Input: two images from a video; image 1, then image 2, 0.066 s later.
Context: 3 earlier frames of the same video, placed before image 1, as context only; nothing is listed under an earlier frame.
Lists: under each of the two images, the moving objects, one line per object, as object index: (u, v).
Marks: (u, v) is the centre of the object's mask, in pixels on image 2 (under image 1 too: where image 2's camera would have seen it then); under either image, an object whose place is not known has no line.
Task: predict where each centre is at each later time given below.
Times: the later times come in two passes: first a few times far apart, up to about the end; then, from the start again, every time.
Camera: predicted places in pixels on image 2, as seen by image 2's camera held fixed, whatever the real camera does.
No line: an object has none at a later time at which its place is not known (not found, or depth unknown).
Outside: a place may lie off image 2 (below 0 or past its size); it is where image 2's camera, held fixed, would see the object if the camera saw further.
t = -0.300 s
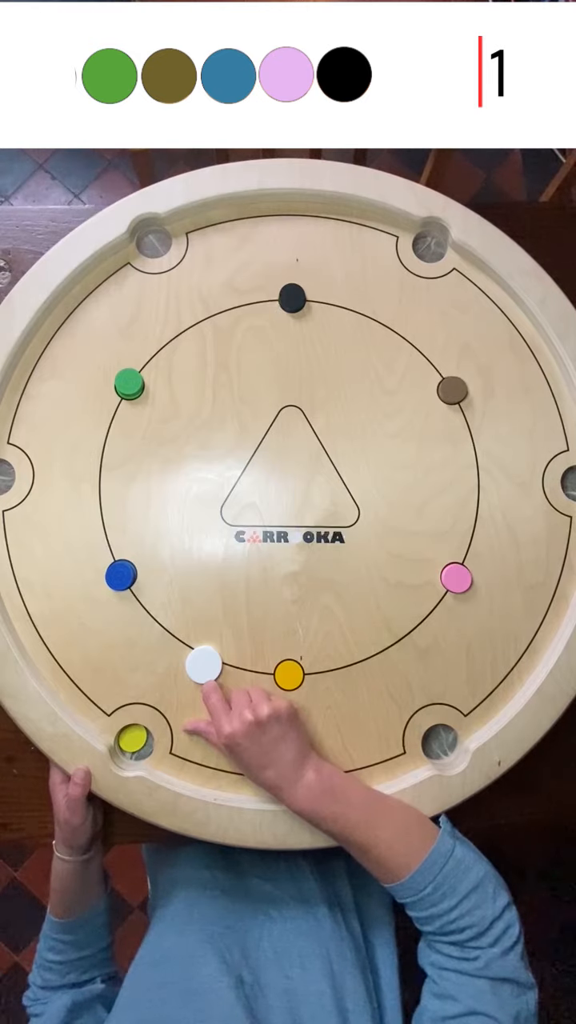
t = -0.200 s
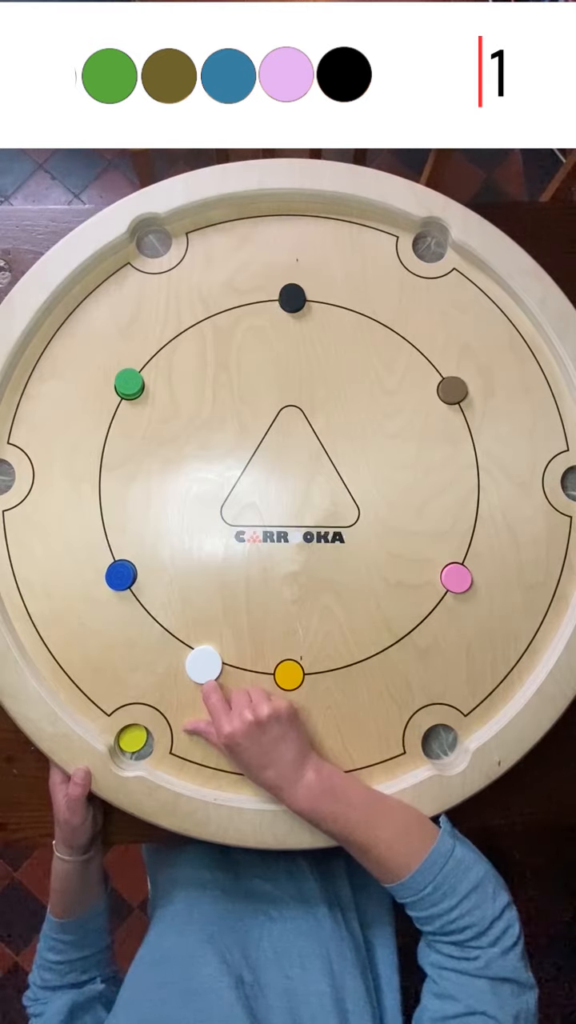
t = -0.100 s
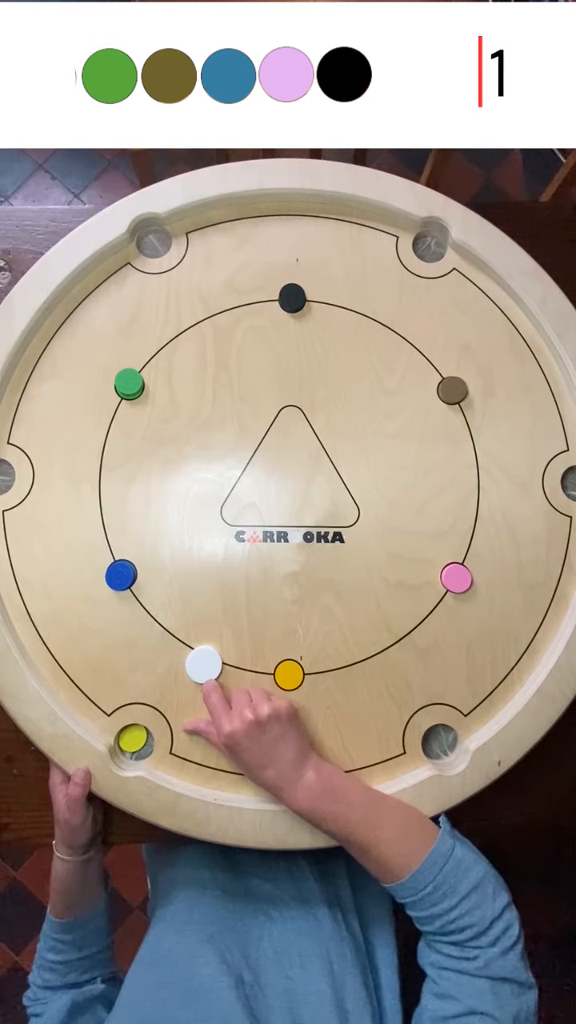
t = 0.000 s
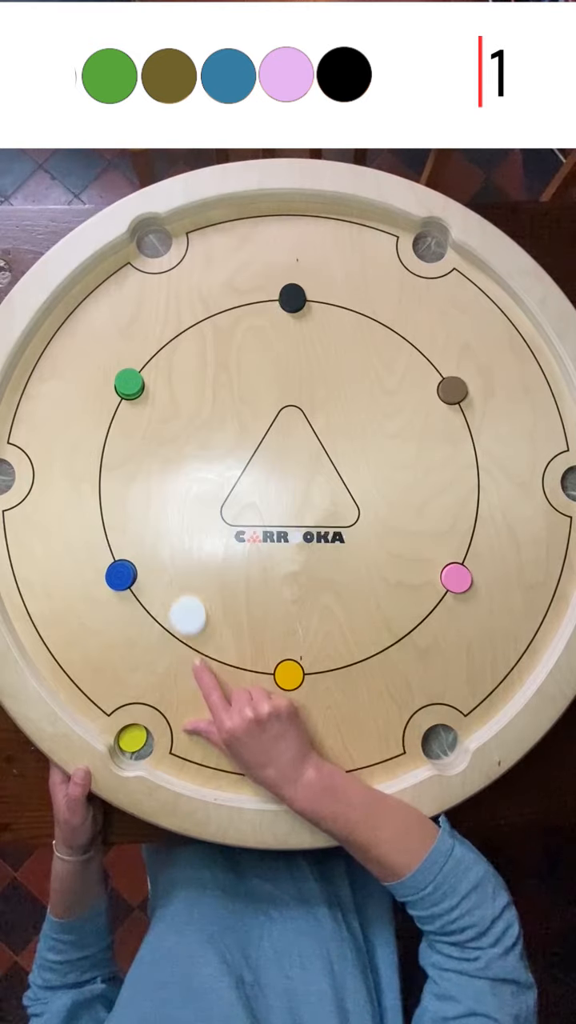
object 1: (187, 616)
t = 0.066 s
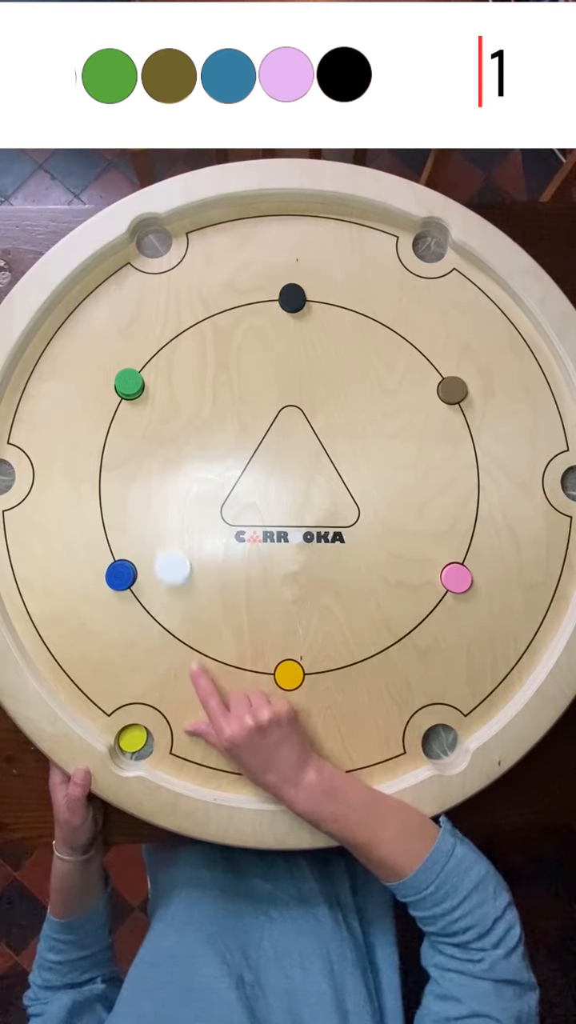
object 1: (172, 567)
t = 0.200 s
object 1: (144, 479)
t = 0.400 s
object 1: (106, 385)
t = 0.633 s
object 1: (70, 324)
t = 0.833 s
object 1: (82, 318)
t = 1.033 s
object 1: (83, 318)
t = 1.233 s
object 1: (83, 317)
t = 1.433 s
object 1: (82, 319)
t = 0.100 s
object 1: (165, 543)
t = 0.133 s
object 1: (158, 521)
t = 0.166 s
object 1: (151, 500)
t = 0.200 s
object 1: (144, 479)
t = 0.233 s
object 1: (137, 459)
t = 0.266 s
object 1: (132, 439)
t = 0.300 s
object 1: (125, 420)
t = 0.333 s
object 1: (119, 405)
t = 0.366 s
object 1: (112, 395)
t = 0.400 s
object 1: (106, 385)
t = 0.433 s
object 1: (100, 375)
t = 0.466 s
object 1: (94, 366)
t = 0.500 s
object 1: (89, 357)
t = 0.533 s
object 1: (84, 348)
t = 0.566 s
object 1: (79, 340)
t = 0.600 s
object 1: (75, 332)
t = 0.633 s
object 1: (70, 324)
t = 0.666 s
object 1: (67, 317)
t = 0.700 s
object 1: (69, 317)
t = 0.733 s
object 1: (74, 317)
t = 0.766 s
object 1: (78, 318)
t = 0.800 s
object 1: (81, 318)
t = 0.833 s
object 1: (82, 318)
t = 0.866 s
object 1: (83, 318)
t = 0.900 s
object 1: (83, 318)
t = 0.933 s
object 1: (83, 318)
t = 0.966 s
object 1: (83, 318)
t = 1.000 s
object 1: (83, 318)
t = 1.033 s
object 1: (83, 318)
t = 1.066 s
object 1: (83, 318)
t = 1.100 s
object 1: (83, 317)
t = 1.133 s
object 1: (83, 317)
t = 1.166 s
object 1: (83, 317)
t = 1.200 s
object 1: (83, 317)
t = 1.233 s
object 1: (83, 317)
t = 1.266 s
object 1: (83, 317)
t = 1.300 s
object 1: (83, 317)
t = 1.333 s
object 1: (83, 317)
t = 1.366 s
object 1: (83, 318)
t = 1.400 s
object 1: (82, 318)
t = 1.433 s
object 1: (82, 319)
